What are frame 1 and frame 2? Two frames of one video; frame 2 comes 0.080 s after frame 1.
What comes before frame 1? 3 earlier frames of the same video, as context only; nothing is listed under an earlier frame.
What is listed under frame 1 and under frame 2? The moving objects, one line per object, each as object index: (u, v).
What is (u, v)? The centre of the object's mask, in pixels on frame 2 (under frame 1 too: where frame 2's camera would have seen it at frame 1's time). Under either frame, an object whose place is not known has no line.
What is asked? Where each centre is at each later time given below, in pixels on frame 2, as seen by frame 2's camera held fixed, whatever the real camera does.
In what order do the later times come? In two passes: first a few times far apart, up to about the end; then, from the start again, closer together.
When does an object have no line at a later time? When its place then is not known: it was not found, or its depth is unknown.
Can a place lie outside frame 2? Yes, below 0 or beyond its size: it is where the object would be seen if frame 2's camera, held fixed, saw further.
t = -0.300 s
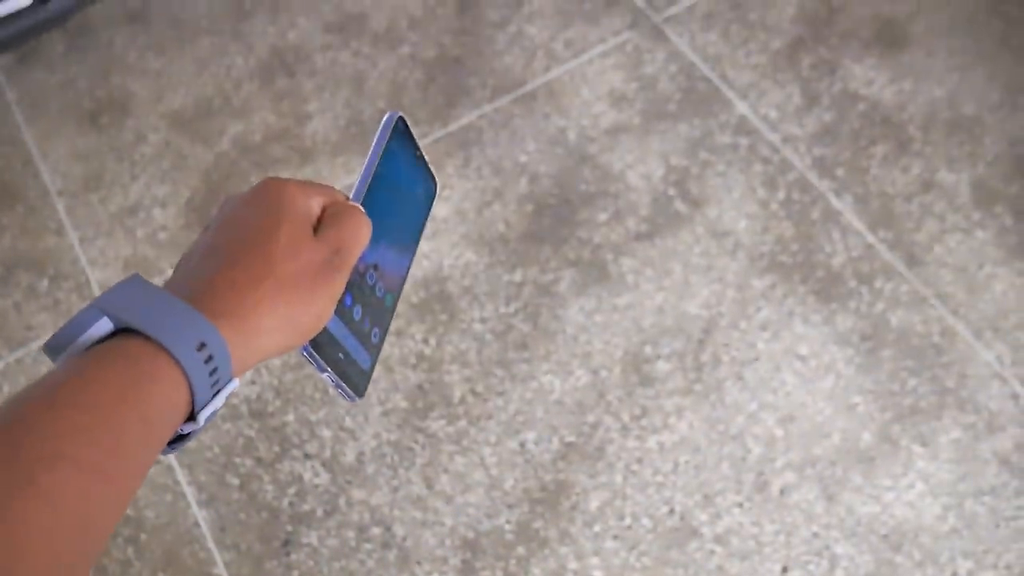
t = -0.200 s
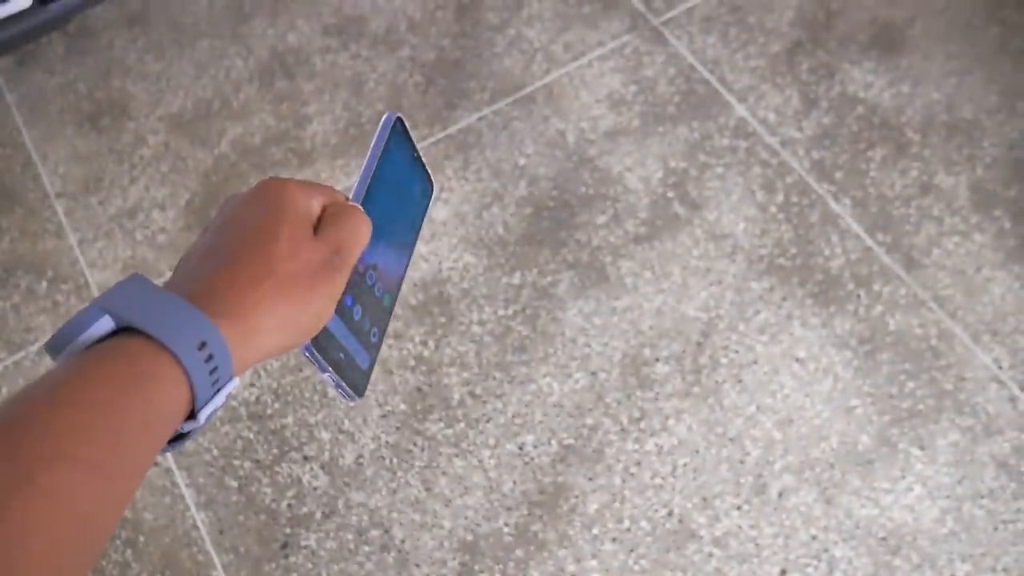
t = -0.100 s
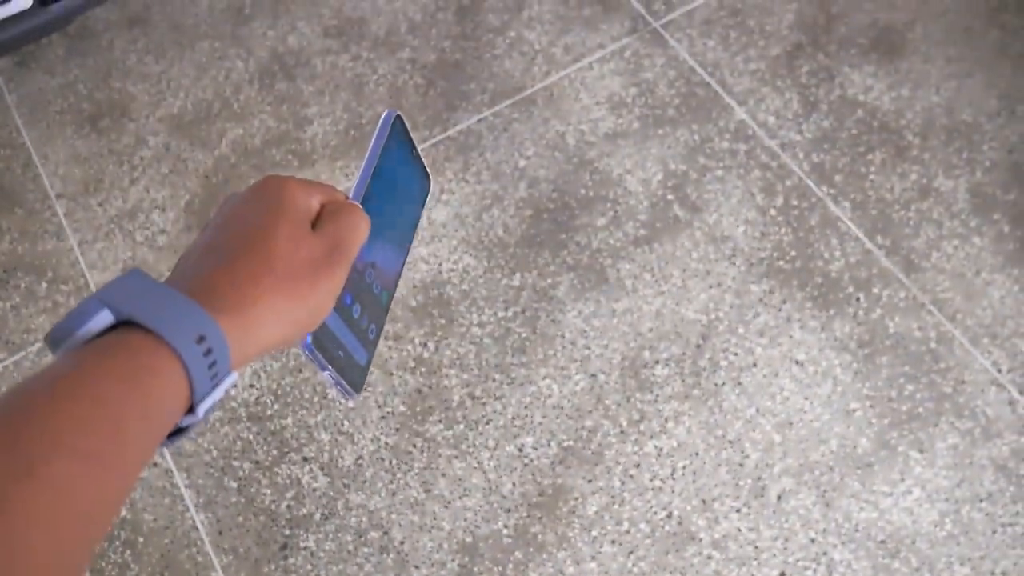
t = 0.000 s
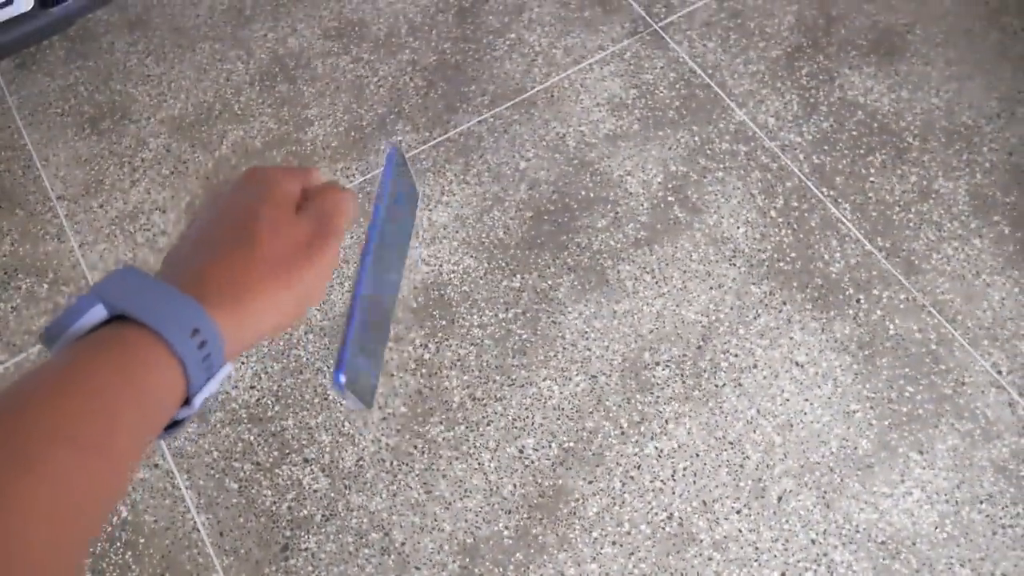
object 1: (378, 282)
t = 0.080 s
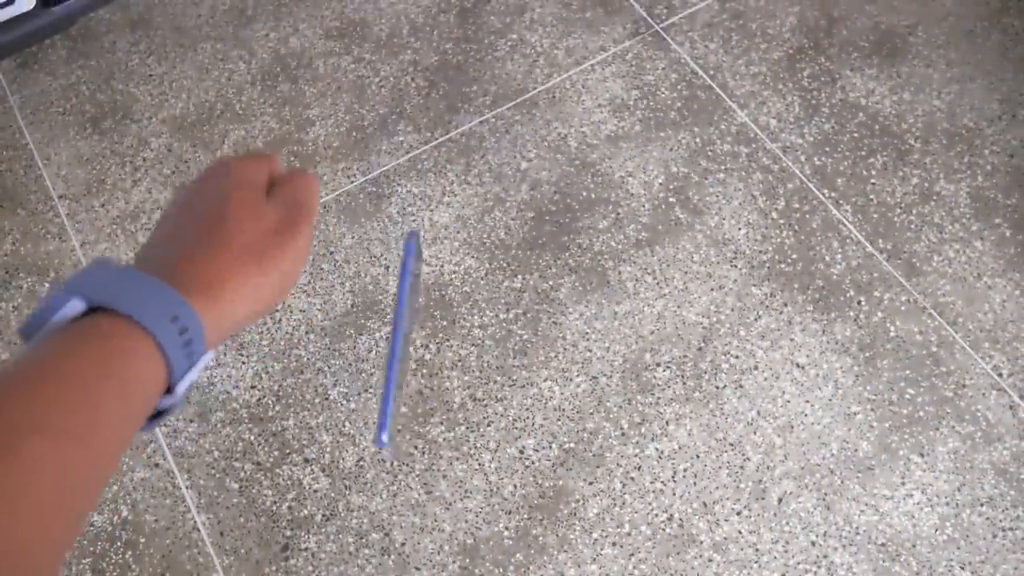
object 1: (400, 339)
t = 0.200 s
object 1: (438, 451)
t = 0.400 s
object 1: (476, 510)
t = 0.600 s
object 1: (525, 522)
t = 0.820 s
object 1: (535, 534)
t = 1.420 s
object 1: (535, 533)
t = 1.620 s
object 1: (535, 533)
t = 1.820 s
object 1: (536, 533)
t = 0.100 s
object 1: (405, 357)
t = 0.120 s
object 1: (412, 378)
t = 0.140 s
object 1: (419, 398)
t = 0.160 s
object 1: (425, 417)
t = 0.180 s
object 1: (432, 433)
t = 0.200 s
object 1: (438, 451)
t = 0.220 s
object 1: (444, 463)
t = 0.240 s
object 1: (447, 477)
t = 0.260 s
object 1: (450, 491)
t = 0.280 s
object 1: (455, 501)
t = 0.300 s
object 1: (458, 514)
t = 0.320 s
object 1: (462, 520)
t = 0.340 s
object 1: (464, 519)
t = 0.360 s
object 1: (467, 514)
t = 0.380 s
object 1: (469, 514)
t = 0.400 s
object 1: (476, 510)
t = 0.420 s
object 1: (479, 508)
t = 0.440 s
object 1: (484, 505)
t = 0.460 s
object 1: (489, 505)
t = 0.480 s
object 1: (494, 504)
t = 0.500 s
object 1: (500, 505)
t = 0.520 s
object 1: (504, 506)
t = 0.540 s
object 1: (508, 509)
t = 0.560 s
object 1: (511, 515)
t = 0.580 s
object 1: (519, 517)
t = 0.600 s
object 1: (525, 522)
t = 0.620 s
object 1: (527, 522)
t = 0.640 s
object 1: (531, 524)
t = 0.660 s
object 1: (531, 526)
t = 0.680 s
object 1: (532, 526)
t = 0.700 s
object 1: (534, 529)
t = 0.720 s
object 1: (534, 530)
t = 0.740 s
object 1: (534, 532)
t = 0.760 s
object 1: (535, 533)
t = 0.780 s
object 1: (536, 534)
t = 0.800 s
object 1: (535, 534)
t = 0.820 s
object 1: (535, 534)
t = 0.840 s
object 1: (536, 534)
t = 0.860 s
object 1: (535, 533)
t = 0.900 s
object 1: (535, 533)
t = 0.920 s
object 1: (535, 533)
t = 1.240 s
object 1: (535, 533)
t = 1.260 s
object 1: (535, 533)
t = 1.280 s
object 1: (535, 533)
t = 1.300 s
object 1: (535, 533)
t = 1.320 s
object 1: (535, 533)
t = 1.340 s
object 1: (535, 533)
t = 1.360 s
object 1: (535, 533)
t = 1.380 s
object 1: (535, 533)
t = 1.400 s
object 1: (535, 533)
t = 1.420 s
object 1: (535, 533)
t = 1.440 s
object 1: (535, 533)
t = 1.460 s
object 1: (535, 533)
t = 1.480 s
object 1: (535, 533)
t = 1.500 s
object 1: (535, 533)
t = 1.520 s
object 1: (535, 533)
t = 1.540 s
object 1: (535, 532)
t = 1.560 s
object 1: (535, 532)
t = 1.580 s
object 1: (535, 532)
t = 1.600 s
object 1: (535, 532)
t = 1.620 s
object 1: (535, 533)
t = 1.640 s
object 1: (535, 533)
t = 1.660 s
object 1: (535, 533)
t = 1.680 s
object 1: (535, 533)
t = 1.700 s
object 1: (535, 533)
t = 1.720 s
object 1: (535, 533)
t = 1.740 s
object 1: (535, 533)
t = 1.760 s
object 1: (535, 533)
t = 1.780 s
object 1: (536, 533)
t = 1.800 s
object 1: (535, 533)
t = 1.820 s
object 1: (536, 533)
